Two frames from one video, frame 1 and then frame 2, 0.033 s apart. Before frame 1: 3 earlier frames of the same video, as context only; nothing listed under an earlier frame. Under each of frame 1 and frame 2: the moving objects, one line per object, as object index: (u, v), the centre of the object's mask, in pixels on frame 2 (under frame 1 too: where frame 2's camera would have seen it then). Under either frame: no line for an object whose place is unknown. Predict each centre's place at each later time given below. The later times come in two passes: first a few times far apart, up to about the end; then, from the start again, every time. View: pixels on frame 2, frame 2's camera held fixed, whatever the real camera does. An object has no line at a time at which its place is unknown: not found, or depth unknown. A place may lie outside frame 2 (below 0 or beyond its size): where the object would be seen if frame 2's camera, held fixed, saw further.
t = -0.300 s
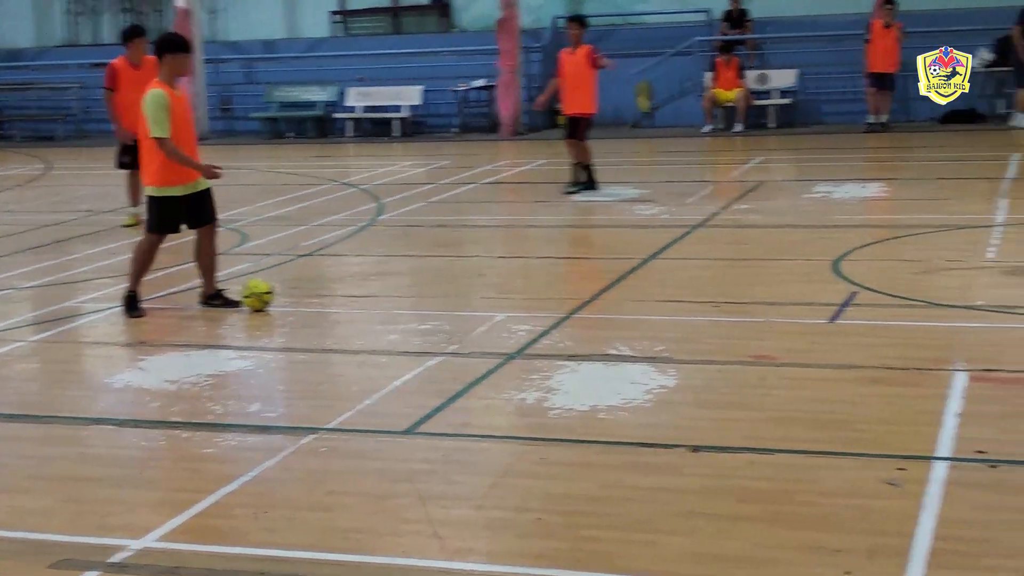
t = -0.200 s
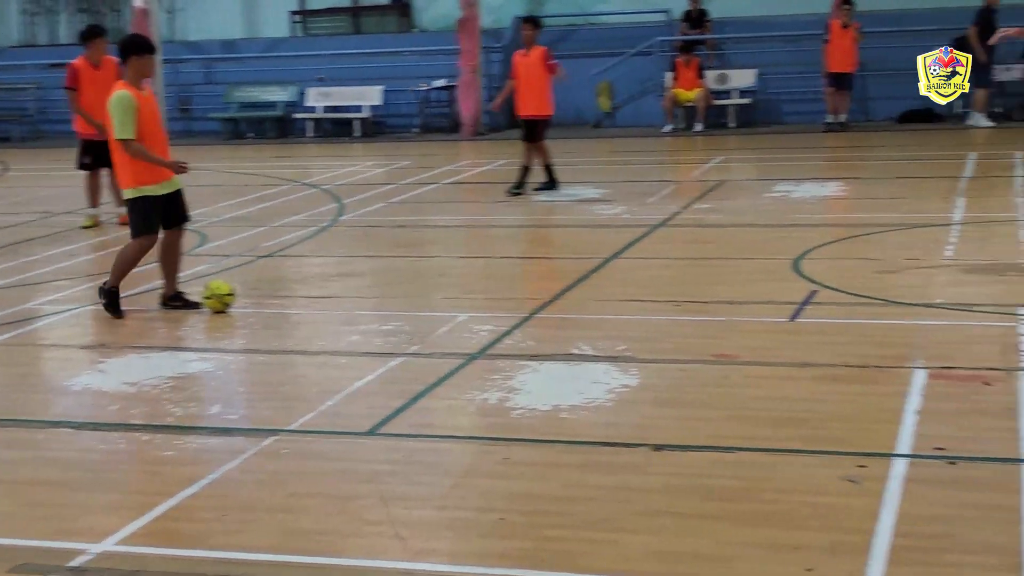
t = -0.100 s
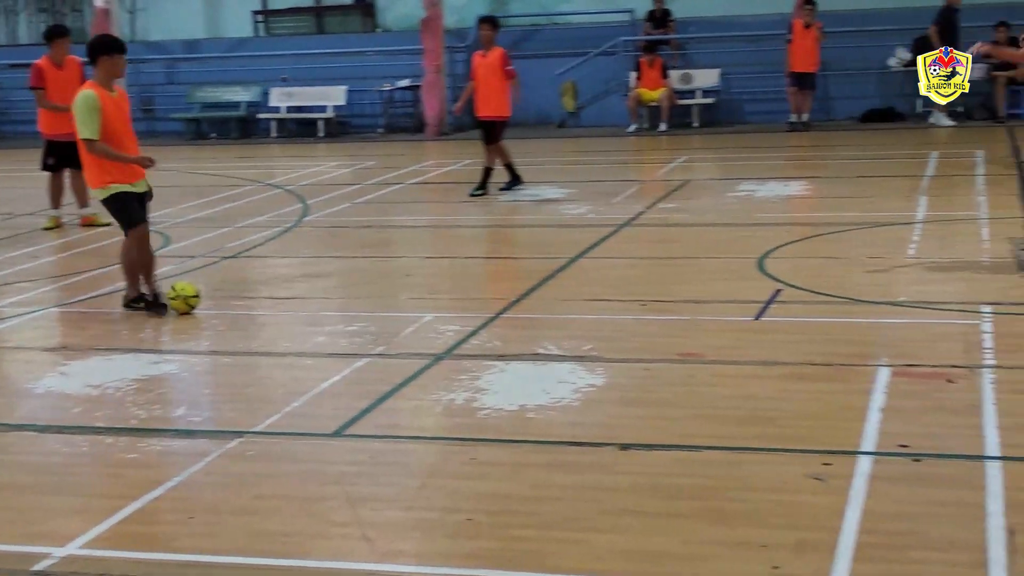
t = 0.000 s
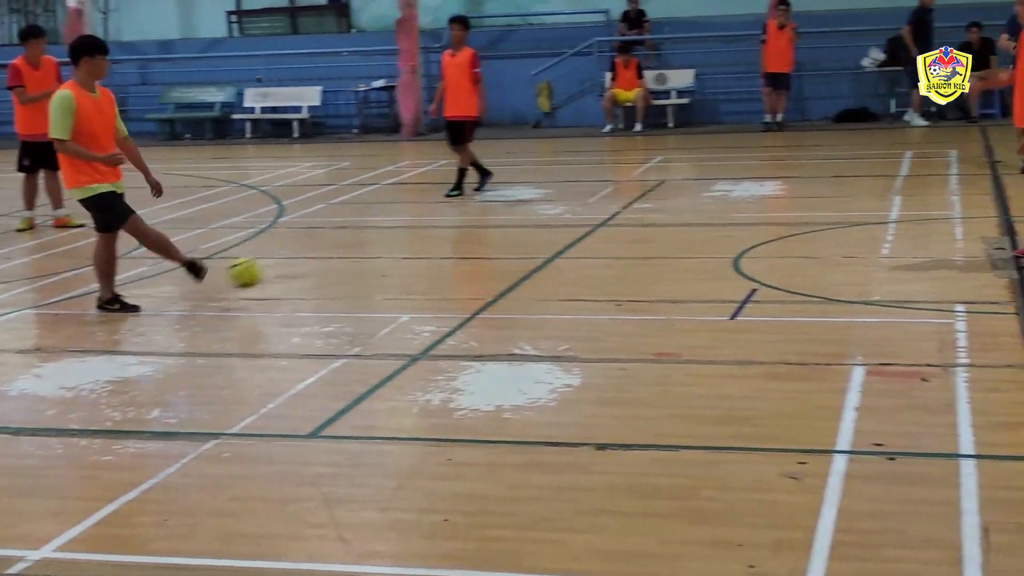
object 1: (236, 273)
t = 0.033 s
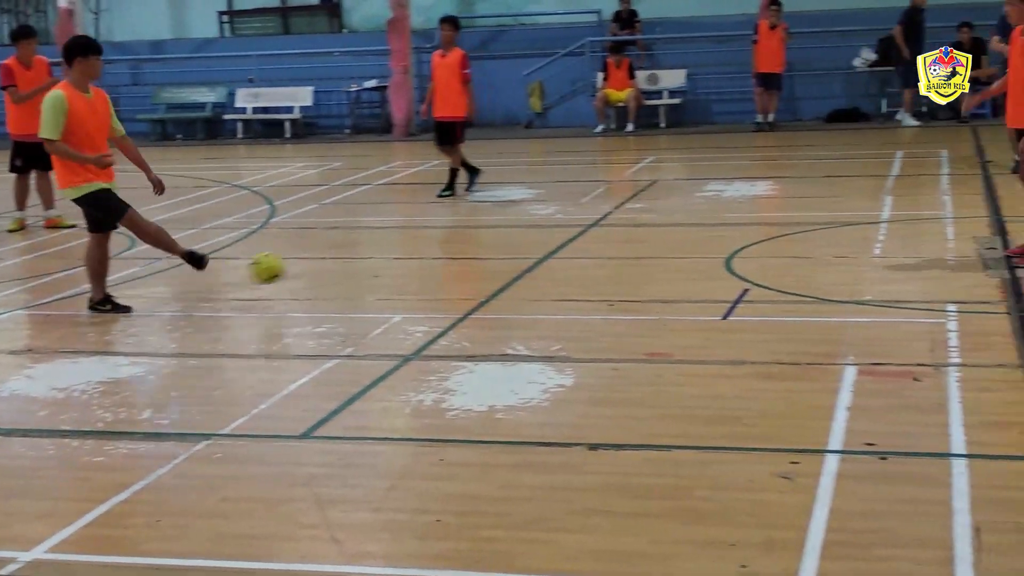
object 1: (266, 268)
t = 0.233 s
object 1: (448, 269)
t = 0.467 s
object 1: (605, 264)
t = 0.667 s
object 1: (703, 259)
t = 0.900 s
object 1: (806, 251)
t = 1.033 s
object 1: (862, 246)
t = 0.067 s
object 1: (298, 265)
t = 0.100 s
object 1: (326, 262)
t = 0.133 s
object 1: (358, 261)
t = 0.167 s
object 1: (389, 262)
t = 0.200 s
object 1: (419, 265)
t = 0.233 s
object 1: (448, 269)
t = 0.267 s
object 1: (478, 277)
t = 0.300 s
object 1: (501, 272)
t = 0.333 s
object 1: (522, 268)
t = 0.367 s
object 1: (543, 264)
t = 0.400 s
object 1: (564, 262)
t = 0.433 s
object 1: (584, 262)
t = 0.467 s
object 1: (605, 264)
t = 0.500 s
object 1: (625, 267)
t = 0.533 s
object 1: (641, 262)
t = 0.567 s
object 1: (657, 261)
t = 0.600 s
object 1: (673, 261)
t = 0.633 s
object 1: (688, 261)
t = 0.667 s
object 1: (703, 259)
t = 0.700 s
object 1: (718, 258)
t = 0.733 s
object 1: (733, 258)
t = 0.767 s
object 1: (748, 257)
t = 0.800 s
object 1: (762, 255)
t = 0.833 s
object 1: (777, 254)
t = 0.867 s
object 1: (791, 253)
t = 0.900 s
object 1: (806, 251)
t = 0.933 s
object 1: (820, 250)
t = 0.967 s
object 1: (834, 248)
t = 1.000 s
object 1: (849, 248)
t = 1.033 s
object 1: (862, 246)
